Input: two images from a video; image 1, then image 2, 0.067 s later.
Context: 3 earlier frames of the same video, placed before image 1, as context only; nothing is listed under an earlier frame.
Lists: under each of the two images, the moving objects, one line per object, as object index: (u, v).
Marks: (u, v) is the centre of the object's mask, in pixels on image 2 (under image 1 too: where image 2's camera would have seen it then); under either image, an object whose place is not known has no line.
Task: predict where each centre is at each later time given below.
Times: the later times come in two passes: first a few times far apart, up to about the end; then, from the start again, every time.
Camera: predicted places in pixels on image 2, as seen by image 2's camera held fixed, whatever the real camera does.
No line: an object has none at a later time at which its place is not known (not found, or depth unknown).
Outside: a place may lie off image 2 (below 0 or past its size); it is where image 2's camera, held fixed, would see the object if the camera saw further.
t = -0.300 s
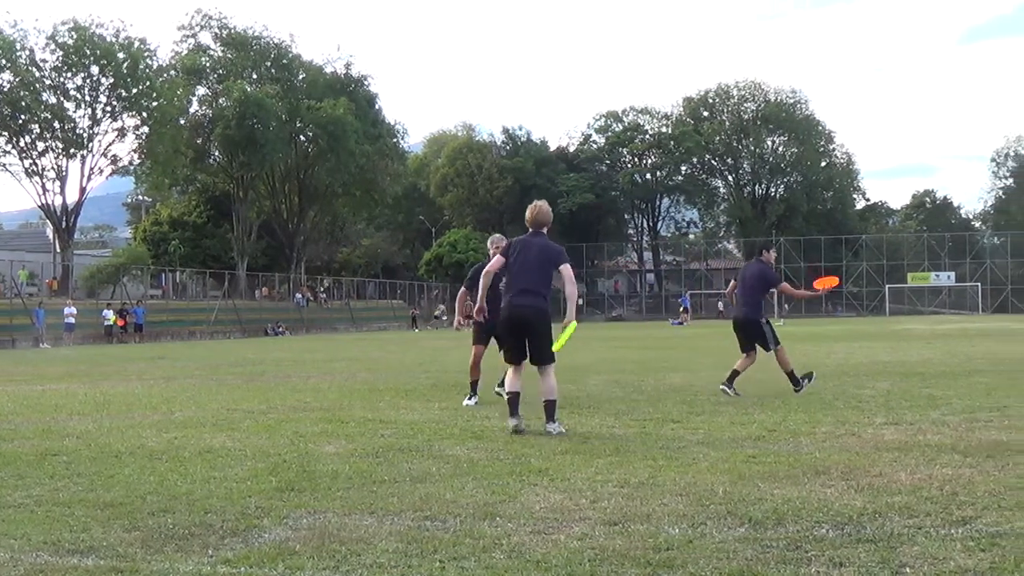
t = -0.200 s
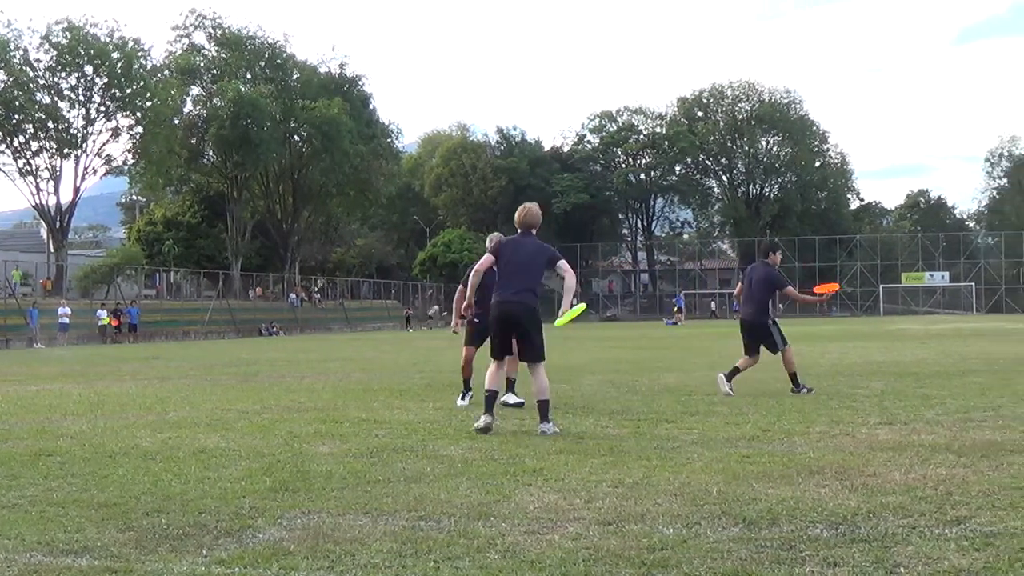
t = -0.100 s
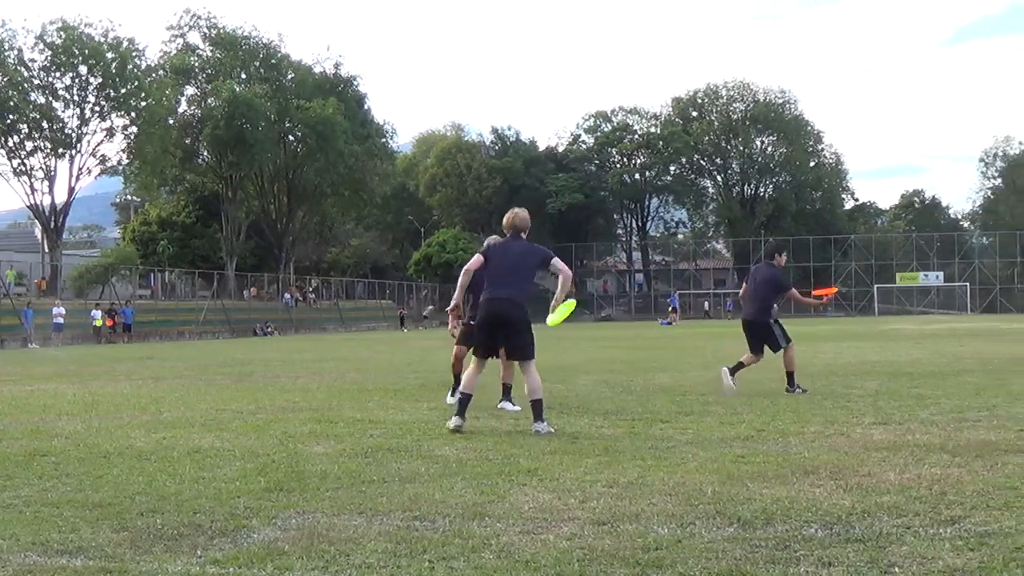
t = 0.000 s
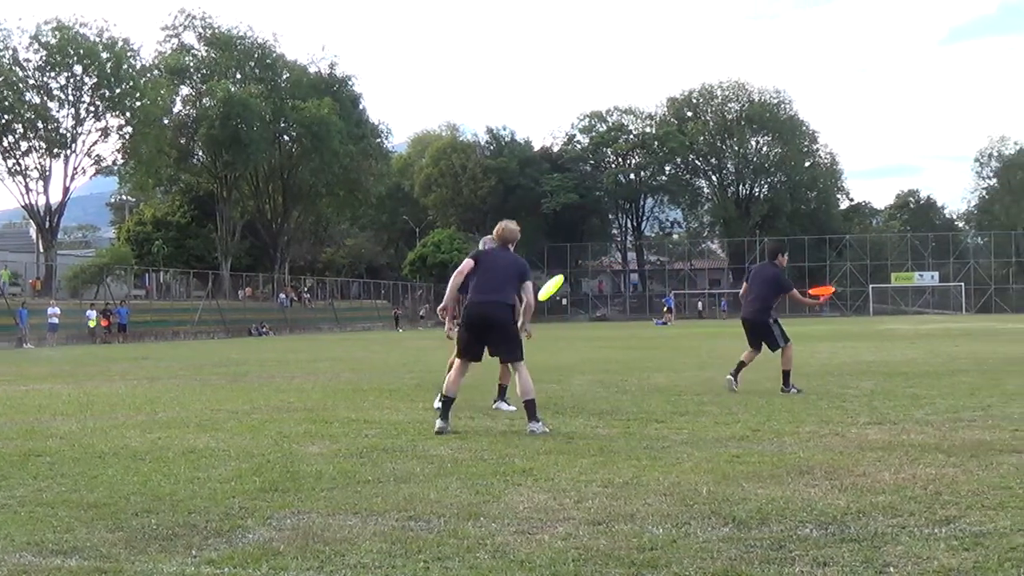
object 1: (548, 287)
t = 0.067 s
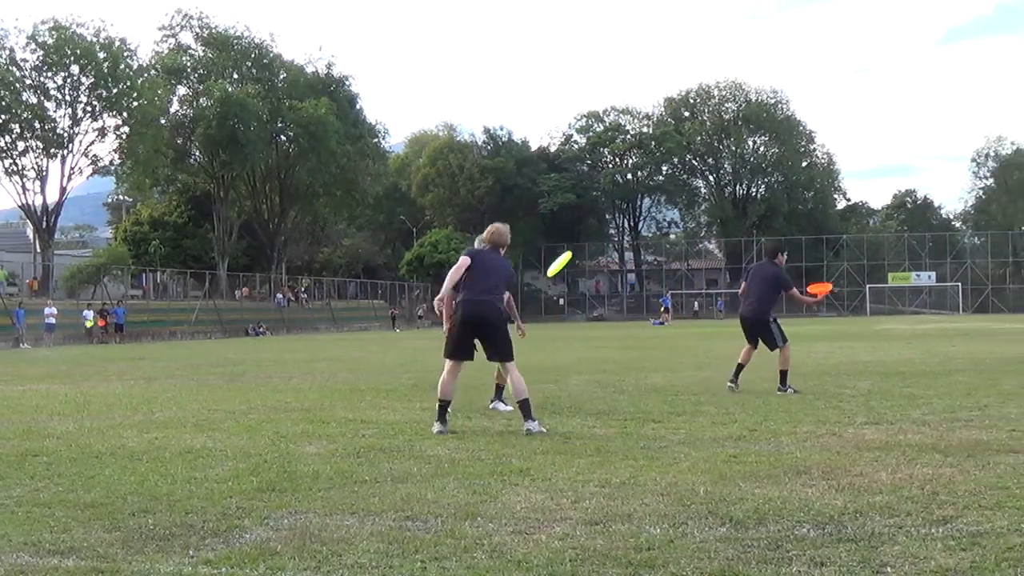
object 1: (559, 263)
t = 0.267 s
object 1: (574, 217)
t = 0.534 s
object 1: (567, 199)
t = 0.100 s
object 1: (563, 253)
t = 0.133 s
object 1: (566, 244)
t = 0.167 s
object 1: (569, 236)
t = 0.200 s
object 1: (571, 229)
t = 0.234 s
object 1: (573, 222)
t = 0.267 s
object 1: (574, 217)
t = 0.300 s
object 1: (575, 212)
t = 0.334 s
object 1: (575, 208)
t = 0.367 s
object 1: (574, 204)
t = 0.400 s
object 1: (574, 202)
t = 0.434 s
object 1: (573, 200)
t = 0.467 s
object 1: (571, 199)
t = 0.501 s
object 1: (569, 199)
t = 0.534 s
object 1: (567, 199)
